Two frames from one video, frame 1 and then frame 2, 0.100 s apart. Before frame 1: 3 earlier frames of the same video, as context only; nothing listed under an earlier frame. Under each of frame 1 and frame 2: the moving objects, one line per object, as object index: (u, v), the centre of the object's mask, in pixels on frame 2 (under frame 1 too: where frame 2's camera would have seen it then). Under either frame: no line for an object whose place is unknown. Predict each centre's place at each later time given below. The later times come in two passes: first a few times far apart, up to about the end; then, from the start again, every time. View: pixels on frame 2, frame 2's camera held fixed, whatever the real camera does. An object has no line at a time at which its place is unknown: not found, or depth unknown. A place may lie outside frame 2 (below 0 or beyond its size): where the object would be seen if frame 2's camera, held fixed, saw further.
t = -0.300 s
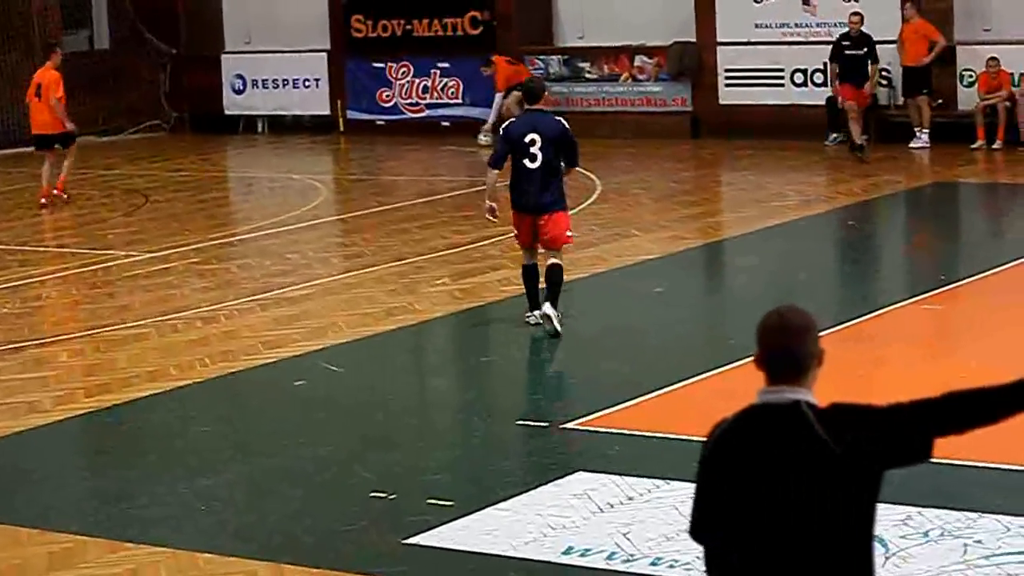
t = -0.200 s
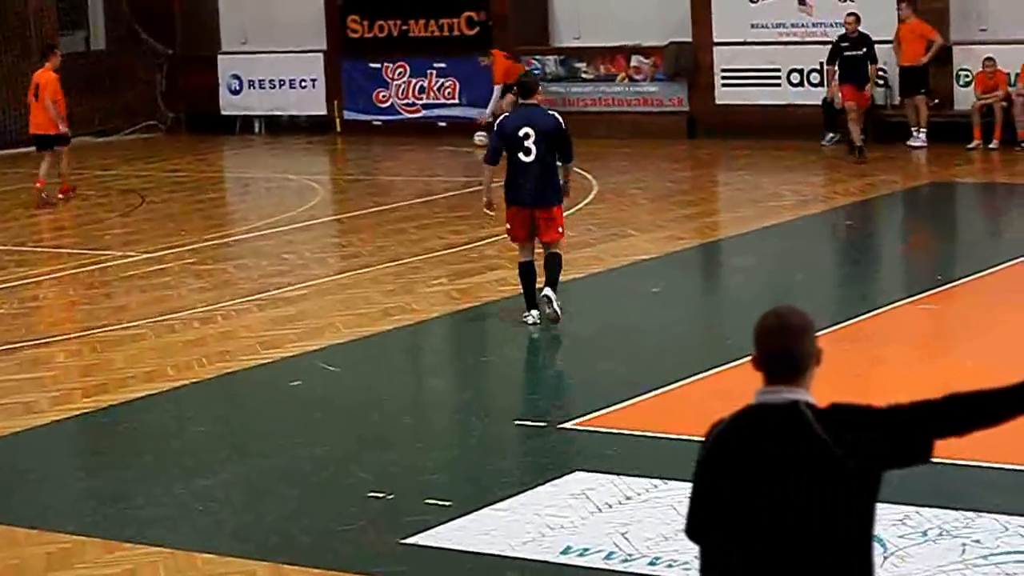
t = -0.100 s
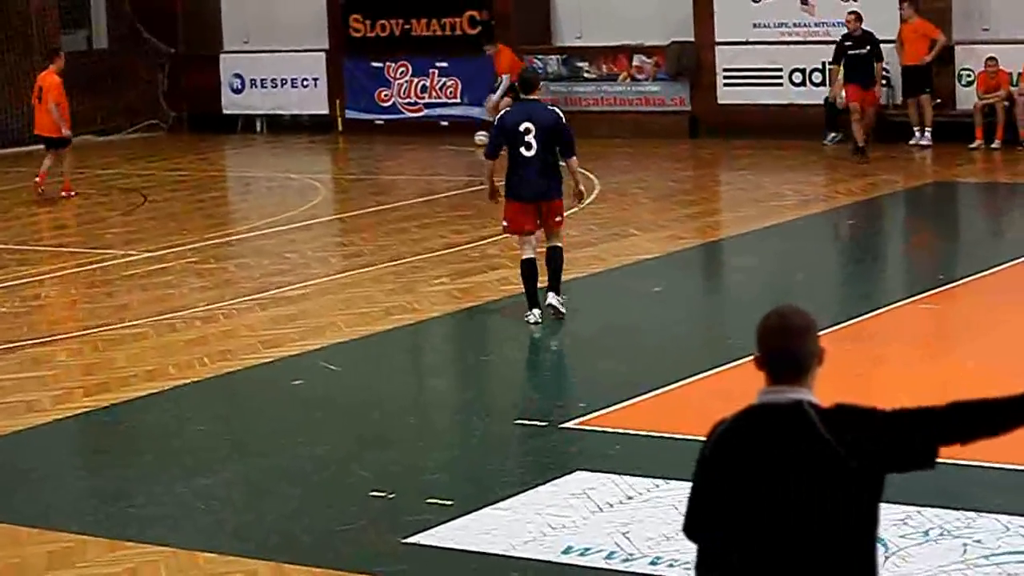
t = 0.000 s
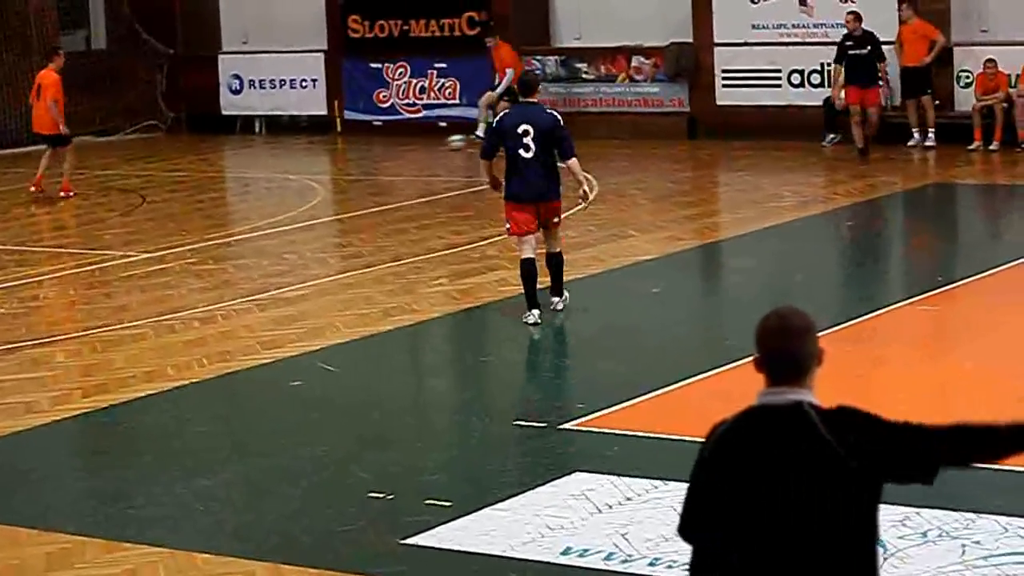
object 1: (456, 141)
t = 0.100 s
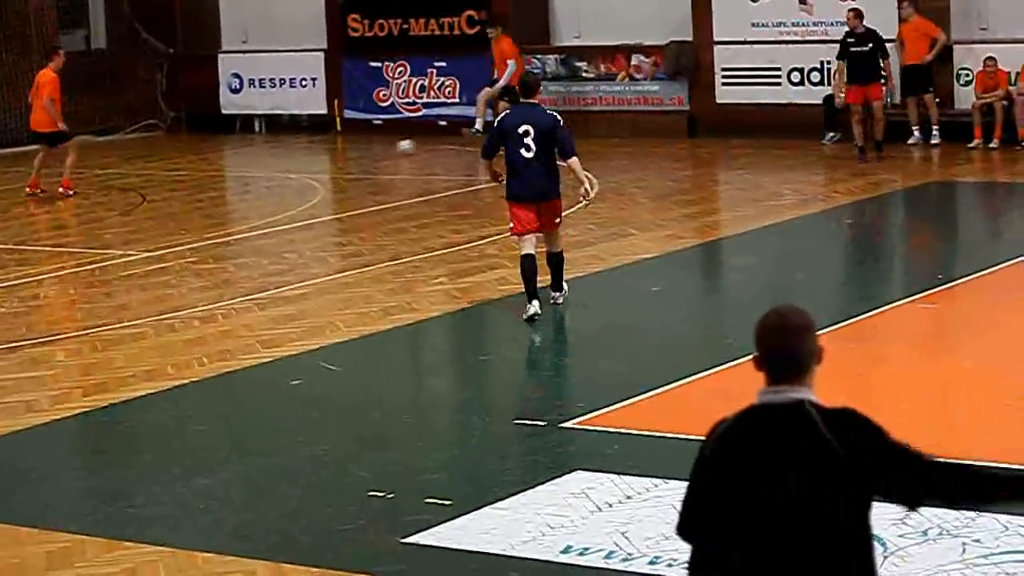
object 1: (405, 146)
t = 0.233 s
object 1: (341, 155)
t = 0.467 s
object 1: (234, 168)
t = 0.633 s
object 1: (167, 178)
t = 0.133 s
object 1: (388, 149)
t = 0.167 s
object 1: (374, 151)
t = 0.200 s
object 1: (356, 153)
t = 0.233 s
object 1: (341, 155)
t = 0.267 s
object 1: (325, 157)
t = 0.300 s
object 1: (309, 158)
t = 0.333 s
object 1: (294, 159)
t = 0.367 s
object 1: (279, 162)
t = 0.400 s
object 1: (262, 165)
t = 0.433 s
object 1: (248, 168)
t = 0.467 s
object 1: (234, 168)
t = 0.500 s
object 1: (219, 170)
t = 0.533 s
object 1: (207, 172)
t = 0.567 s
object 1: (194, 175)
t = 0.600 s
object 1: (180, 176)
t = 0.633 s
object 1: (167, 178)
